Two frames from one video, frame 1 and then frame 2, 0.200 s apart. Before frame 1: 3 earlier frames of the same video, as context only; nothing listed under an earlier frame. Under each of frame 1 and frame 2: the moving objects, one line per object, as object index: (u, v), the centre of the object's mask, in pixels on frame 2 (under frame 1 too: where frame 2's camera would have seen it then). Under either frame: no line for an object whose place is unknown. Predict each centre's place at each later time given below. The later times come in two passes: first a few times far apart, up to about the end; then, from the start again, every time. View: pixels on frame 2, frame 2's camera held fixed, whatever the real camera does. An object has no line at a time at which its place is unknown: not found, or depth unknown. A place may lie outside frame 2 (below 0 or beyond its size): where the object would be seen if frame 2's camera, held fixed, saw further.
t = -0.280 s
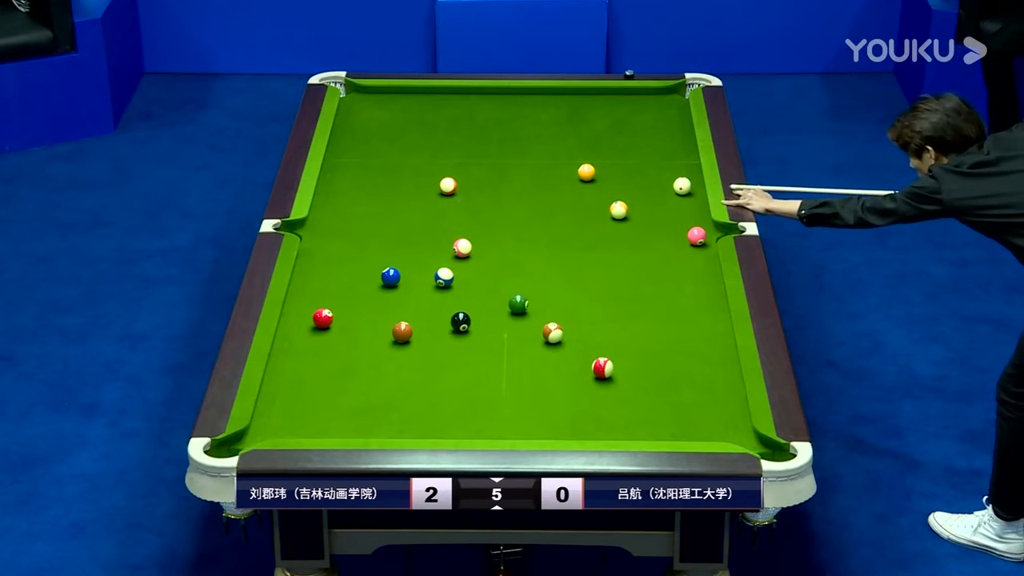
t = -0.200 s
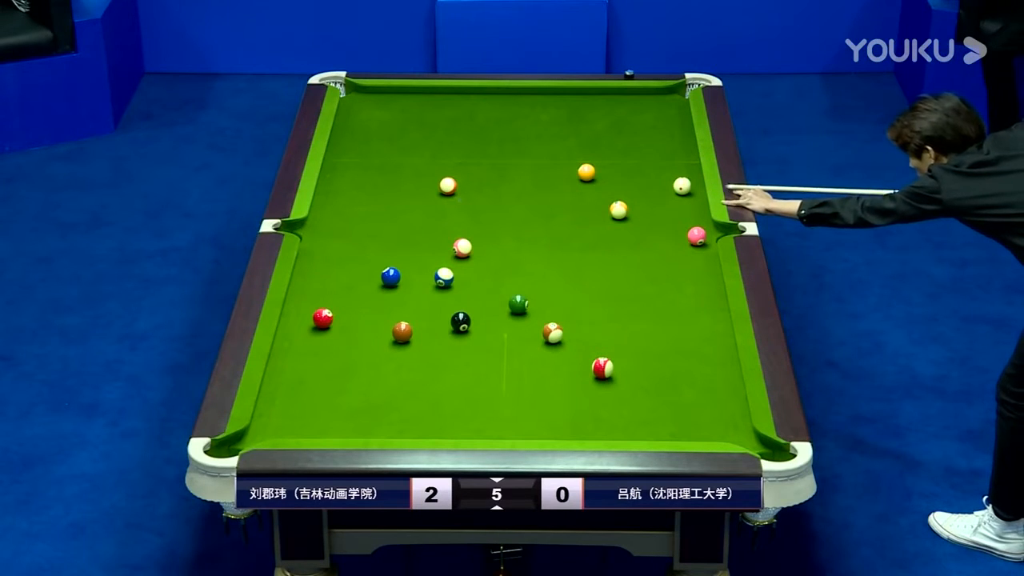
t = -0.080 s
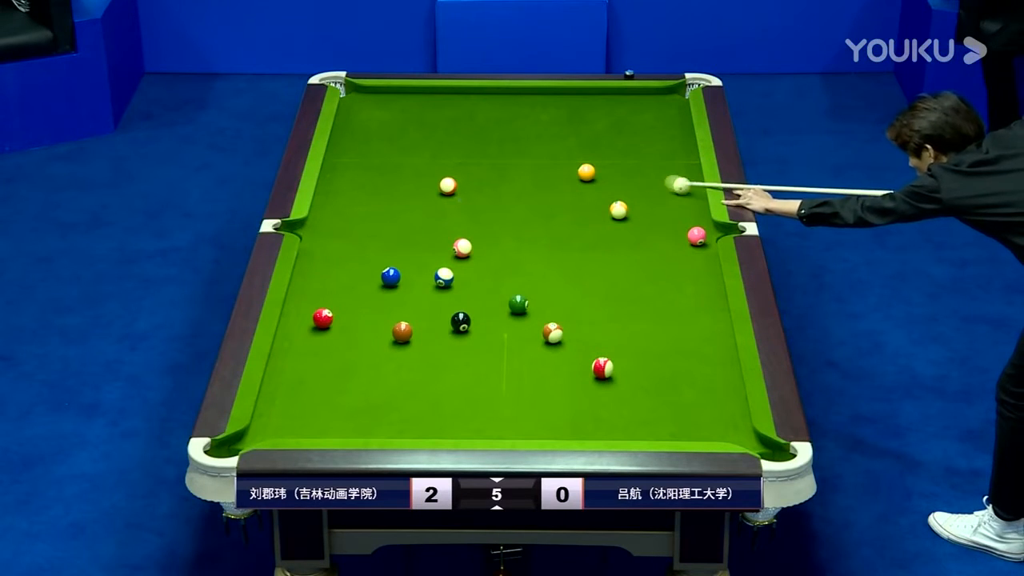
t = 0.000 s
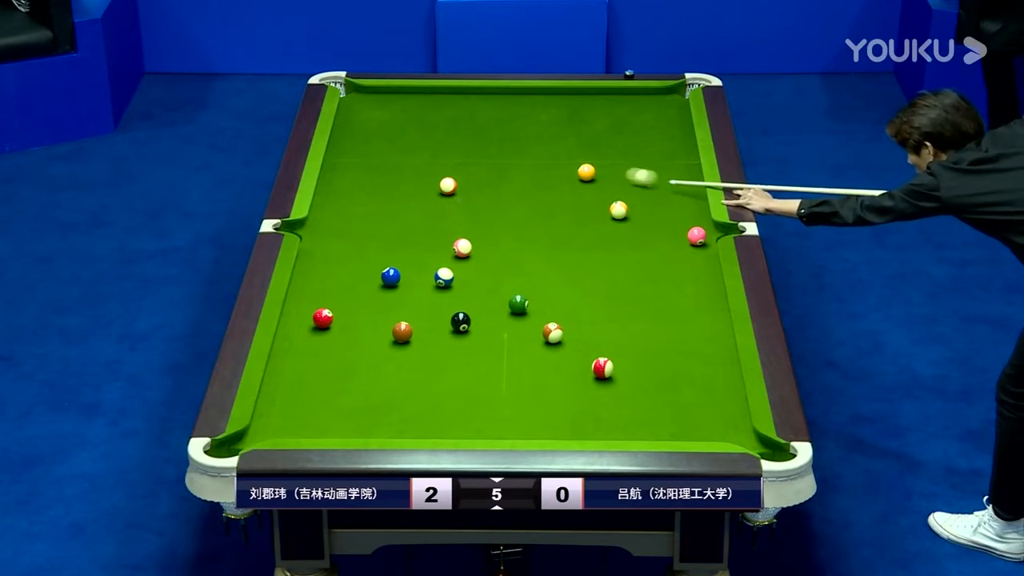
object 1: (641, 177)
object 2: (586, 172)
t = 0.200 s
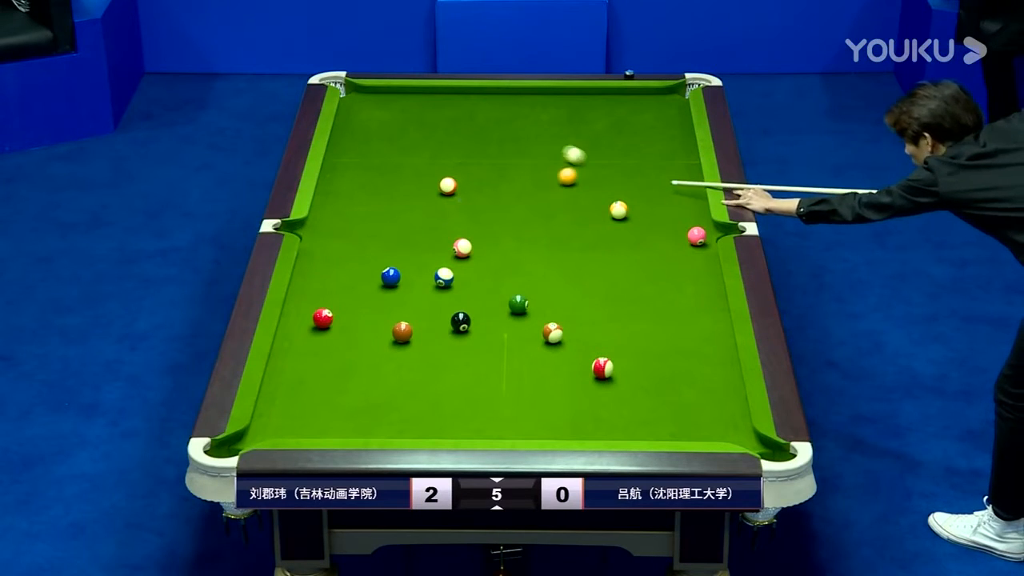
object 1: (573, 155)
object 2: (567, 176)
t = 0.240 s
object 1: (563, 150)
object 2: (561, 177)
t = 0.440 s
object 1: (511, 128)
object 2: (534, 183)
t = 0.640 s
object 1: (463, 107)
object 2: (506, 189)
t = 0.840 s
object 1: (418, 91)
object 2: (480, 195)
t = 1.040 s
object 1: (381, 104)
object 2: (453, 200)
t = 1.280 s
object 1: (347, 115)
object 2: (422, 206)
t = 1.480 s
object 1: (367, 124)
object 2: (397, 211)
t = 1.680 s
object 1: (387, 134)
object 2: (373, 216)
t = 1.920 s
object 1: (410, 144)
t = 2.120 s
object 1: (429, 153)
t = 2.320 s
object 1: (447, 162)
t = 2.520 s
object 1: (466, 170)
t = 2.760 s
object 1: (488, 180)
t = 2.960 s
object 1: (505, 188)
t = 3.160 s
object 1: (523, 196)
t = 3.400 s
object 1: (543, 205)
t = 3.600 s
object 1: (560, 213)
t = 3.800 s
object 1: (576, 220)
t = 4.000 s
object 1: (592, 227)
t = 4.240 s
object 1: (611, 236)
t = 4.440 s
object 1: (625, 242)
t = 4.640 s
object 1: (640, 248)
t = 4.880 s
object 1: (656, 256)
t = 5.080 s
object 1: (669, 261)
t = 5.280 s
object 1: (681, 267)
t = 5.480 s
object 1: (693, 272)
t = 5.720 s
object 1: (706, 278)
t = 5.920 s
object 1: (713, 282)
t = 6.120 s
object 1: (709, 285)
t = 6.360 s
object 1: (704, 288)
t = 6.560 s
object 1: (701, 291)
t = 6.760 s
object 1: (699, 292)
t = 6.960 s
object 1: (698, 294)
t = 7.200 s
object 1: (696, 295)
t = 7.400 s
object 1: (696, 295)
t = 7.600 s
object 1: (696, 295)
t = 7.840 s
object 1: (696, 295)
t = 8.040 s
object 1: (696, 295)
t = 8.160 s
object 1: (696, 295)
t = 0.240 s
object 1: (563, 150)
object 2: (561, 177)
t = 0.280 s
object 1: (552, 146)
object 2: (556, 178)
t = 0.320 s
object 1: (542, 141)
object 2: (550, 180)
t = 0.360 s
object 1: (531, 137)
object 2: (545, 181)
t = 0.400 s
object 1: (521, 133)
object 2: (539, 182)
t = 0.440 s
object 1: (511, 128)
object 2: (534, 183)
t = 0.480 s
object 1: (501, 124)
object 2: (528, 184)
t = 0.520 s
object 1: (491, 120)
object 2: (523, 185)
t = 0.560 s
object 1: (482, 116)
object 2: (517, 187)
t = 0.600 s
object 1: (472, 112)
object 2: (512, 188)
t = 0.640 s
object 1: (463, 107)
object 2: (506, 189)
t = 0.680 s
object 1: (454, 103)
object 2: (501, 190)
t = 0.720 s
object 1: (445, 100)
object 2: (496, 191)
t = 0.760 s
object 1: (436, 96)
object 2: (491, 192)
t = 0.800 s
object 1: (427, 92)
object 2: (485, 193)
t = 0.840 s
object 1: (418, 91)
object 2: (480, 195)
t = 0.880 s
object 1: (411, 94)
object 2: (474, 196)
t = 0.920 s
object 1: (404, 97)
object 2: (469, 197)
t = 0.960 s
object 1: (396, 99)
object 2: (464, 197)
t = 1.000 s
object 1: (389, 102)
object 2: (459, 199)
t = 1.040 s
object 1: (381, 104)
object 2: (453, 200)
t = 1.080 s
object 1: (374, 105)
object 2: (448, 201)
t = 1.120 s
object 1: (366, 108)
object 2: (443, 202)
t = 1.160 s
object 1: (359, 109)
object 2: (438, 203)
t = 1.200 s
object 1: (352, 111)
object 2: (433, 204)
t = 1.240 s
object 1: (345, 113)
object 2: (427, 205)
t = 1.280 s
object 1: (347, 115)
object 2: (422, 206)
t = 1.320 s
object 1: (352, 117)
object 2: (417, 207)
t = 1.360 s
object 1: (356, 119)
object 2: (413, 208)
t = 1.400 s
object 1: (360, 121)
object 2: (407, 209)
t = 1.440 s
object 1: (363, 123)
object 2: (402, 210)
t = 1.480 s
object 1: (367, 124)
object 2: (397, 211)
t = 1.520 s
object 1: (371, 126)
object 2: (393, 212)
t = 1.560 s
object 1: (375, 128)
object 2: (387, 213)
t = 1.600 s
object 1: (379, 130)
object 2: (383, 214)
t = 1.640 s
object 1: (383, 132)
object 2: (378, 215)
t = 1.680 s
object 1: (387, 134)
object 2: (373, 216)
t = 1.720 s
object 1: (390, 135)
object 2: (368, 217)
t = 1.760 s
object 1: (394, 137)
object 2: (363, 218)
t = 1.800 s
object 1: (398, 139)
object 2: (359, 218)
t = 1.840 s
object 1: (402, 141)
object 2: (354, 219)
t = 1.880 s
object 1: (406, 142)
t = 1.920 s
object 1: (410, 144)
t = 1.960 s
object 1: (414, 146)
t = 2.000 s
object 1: (417, 148)
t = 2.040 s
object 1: (421, 149)
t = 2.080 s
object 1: (425, 151)
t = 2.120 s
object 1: (429, 153)
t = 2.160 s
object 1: (432, 155)
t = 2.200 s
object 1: (436, 156)
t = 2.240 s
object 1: (440, 158)
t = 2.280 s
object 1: (444, 160)
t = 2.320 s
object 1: (447, 162)
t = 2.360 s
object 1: (451, 163)
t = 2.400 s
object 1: (455, 165)
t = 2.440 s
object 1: (458, 167)
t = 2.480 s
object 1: (462, 168)
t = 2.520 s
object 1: (466, 170)
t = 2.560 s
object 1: (469, 172)
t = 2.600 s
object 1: (473, 174)
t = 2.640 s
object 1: (477, 175)
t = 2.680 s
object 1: (480, 177)
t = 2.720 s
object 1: (484, 179)
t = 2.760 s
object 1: (488, 180)
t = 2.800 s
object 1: (491, 182)
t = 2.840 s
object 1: (495, 183)
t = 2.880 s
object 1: (498, 185)
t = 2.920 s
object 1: (502, 187)
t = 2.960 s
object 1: (505, 188)
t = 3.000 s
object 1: (509, 190)
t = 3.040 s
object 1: (512, 192)
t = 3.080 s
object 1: (516, 193)
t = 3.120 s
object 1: (519, 195)
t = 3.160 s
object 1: (523, 196)
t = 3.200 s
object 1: (526, 198)
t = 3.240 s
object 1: (530, 199)
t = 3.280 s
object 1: (533, 201)
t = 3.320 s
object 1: (536, 202)
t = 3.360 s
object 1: (540, 204)
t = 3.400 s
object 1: (543, 205)
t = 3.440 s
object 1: (547, 207)
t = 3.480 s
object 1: (550, 208)
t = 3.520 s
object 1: (554, 210)
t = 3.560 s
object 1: (557, 211)
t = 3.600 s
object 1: (560, 213)
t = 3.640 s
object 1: (564, 214)
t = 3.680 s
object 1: (567, 216)
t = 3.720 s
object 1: (570, 217)
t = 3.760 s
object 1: (573, 219)
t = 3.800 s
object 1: (576, 220)
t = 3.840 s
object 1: (580, 222)
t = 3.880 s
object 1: (583, 223)
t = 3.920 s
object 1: (586, 224)
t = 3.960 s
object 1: (589, 226)
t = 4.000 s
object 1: (592, 227)
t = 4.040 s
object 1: (596, 229)
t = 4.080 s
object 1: (599, 230)
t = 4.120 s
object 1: (602, 231)
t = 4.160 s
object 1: (605, 233)
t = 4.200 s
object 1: (608, 234)
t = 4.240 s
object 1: (611, 236)
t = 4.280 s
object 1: (614, 237)
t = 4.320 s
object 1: (616, 238)
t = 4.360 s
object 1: (620, 240)
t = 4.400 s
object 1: (622, 241)
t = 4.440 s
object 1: (625, 242)
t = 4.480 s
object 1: (628, 243)
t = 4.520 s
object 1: (631, 245)
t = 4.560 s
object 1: (634, 246)
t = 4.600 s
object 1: (637, 247)
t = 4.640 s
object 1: (640, 248)
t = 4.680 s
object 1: (642, 250)
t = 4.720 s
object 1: (645, 251)
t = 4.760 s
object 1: (648, 252)
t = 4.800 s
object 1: (650, 253)
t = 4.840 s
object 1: (653, 255)
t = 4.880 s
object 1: (656, 256)
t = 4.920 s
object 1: (659, 257)
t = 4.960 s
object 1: (661, 258)
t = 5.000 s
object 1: (664, 259)
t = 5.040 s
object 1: (666, 260)
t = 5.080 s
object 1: (669, 261)
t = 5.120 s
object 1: (671, 263)
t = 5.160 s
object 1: (674, 264)
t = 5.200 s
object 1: (676, 265)
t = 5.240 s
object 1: (678, 266)
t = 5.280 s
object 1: (681, 267)
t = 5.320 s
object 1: (683, 268)
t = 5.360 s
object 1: (686, 269)
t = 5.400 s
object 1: (688, 270)
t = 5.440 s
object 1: (690, 271)
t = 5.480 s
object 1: (693, 272)
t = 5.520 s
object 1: (695, 273)
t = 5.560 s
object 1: (697, 274)
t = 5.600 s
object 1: (699, 275)
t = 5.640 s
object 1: (701, 276)
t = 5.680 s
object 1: (703, 277)
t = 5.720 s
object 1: (706, 278)
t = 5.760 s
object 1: (708, 279)
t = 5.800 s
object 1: (710, 280)
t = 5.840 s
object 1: (712, 281)
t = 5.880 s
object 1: (713, 281)
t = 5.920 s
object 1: (713, 282)
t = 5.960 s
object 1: (712, 283)
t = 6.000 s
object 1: (711, 283)
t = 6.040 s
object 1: (710, 284)
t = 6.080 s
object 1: (709, 284)
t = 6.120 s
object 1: (709, 285)
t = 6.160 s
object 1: (708, 286)
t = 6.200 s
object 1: (707, 286)
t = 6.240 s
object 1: (706, 287)
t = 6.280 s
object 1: (706, 287)
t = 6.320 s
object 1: (705, 288)
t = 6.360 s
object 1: (704, 288)
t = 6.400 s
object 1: (703, 289)
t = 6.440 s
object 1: (703, 289)
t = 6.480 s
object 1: (702, 290)
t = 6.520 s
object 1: (701, 290)
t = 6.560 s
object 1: (701, 291)
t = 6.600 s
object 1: (700, 291)
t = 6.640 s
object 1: (700, 291)
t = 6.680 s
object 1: (700, 292)
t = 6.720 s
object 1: (699, 292)
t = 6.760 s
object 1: (699, 292)
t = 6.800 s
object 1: (699, 293)
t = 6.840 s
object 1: (698, 293)
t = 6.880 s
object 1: (698, 293)
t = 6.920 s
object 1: (698, 294)
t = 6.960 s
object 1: (698, 294)
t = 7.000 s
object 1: (697, 294)
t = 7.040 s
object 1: (697, 294)
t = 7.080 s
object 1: (697, 295)
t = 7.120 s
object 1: (696, 295)
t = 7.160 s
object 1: (696, 295)
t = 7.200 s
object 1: (696, 295)
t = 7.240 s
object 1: (696, 295)
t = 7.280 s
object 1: (696, 295)
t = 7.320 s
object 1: (696, 295)
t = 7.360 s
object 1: (696, 295)
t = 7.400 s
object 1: (696, 295)
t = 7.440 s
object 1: (696, 295)
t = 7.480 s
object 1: (696, 295)
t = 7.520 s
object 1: (696, 295)
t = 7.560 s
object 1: (696, 295)
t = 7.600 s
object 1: (696, 295)
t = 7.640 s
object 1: (696, 295)
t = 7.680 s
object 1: (696, 295)
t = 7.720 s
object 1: (696, 295)
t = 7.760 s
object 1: (696, 295)
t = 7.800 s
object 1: (696, 295)
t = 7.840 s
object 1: (696, 295)
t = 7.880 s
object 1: (696, 295)
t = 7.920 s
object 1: (696, 295)
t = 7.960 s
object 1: (696, 295)
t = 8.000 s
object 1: (696, 295)
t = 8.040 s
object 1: (696, 295)
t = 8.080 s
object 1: (696, 295)
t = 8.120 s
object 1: (696, 295)
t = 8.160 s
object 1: (696, 295)
